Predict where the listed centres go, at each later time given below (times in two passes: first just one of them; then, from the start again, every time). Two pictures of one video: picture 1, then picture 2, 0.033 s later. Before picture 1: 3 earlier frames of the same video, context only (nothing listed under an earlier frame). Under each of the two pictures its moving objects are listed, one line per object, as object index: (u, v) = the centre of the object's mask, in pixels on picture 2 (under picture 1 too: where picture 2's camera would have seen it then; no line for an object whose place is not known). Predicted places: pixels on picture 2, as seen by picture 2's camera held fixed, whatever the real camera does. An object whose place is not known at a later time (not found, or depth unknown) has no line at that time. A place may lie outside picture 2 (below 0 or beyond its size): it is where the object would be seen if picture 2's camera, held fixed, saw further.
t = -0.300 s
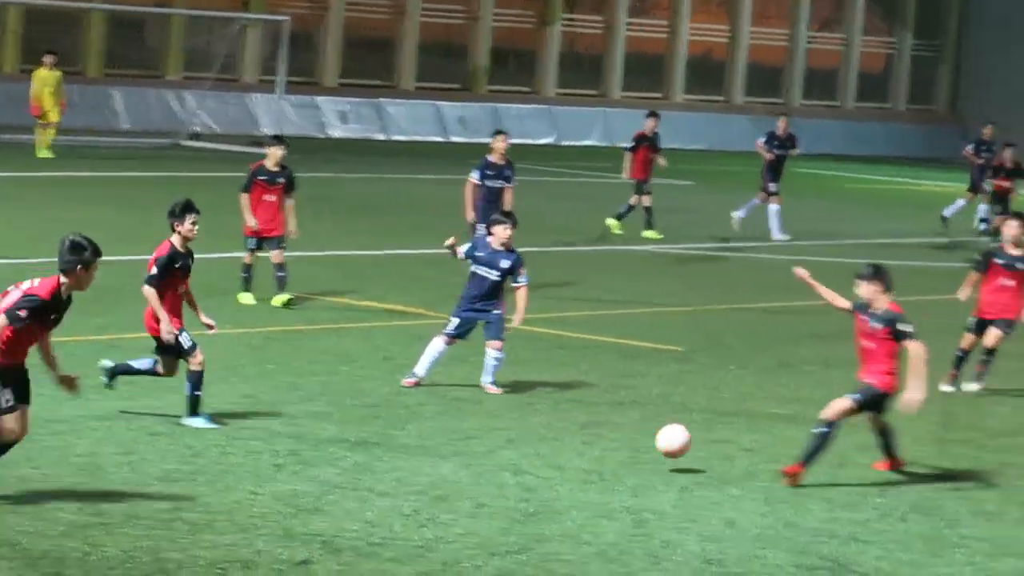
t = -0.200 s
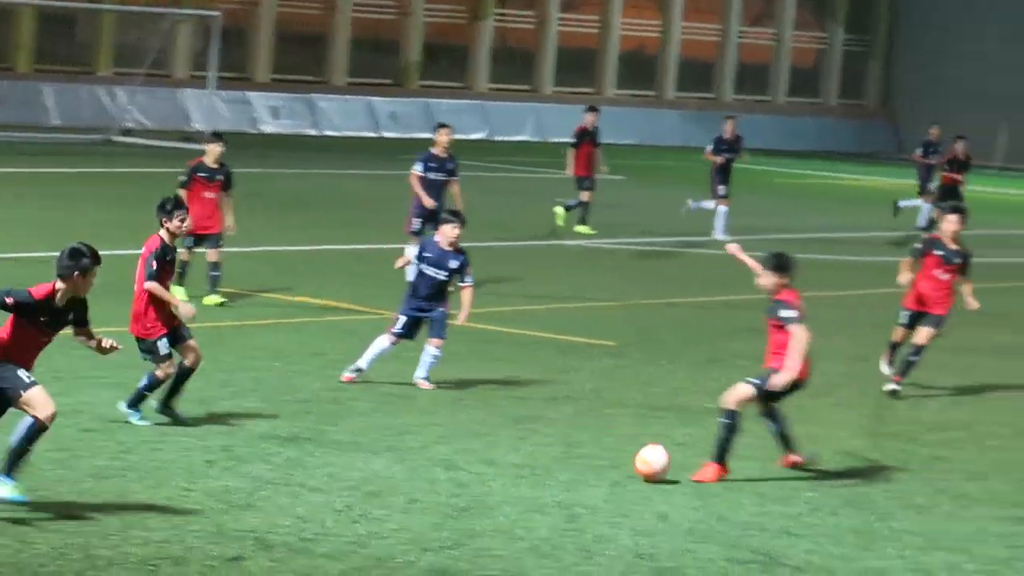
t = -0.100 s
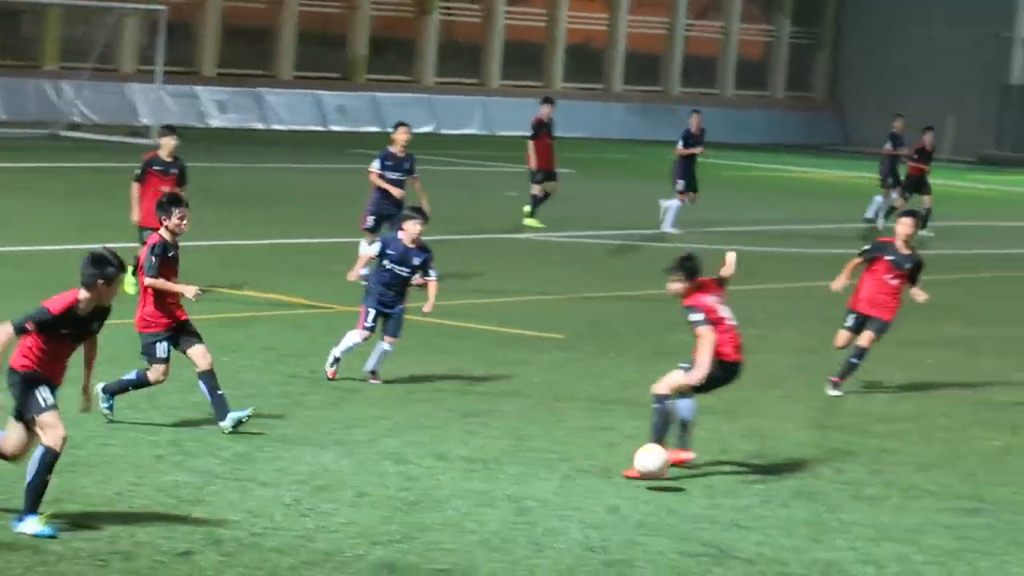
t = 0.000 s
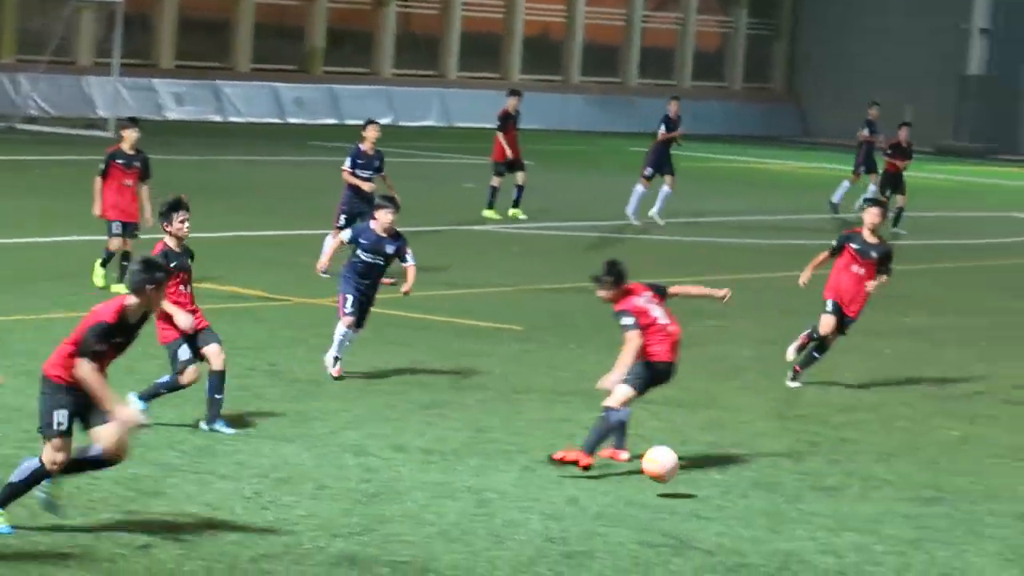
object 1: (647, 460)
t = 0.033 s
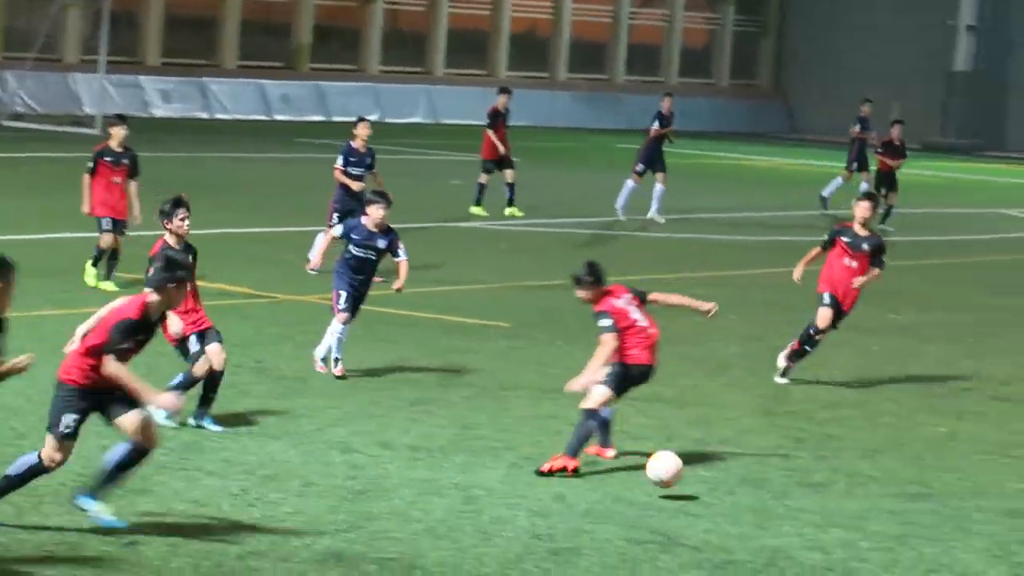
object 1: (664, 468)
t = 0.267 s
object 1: (792, 510)
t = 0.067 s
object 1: (680, 478)
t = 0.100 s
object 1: (699, 491)
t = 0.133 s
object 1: (716, 495)
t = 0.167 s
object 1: (736, 496)
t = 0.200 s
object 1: (754, 499)
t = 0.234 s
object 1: (774, 504)
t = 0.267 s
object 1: (792, 510)
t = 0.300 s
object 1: (812, 519)
